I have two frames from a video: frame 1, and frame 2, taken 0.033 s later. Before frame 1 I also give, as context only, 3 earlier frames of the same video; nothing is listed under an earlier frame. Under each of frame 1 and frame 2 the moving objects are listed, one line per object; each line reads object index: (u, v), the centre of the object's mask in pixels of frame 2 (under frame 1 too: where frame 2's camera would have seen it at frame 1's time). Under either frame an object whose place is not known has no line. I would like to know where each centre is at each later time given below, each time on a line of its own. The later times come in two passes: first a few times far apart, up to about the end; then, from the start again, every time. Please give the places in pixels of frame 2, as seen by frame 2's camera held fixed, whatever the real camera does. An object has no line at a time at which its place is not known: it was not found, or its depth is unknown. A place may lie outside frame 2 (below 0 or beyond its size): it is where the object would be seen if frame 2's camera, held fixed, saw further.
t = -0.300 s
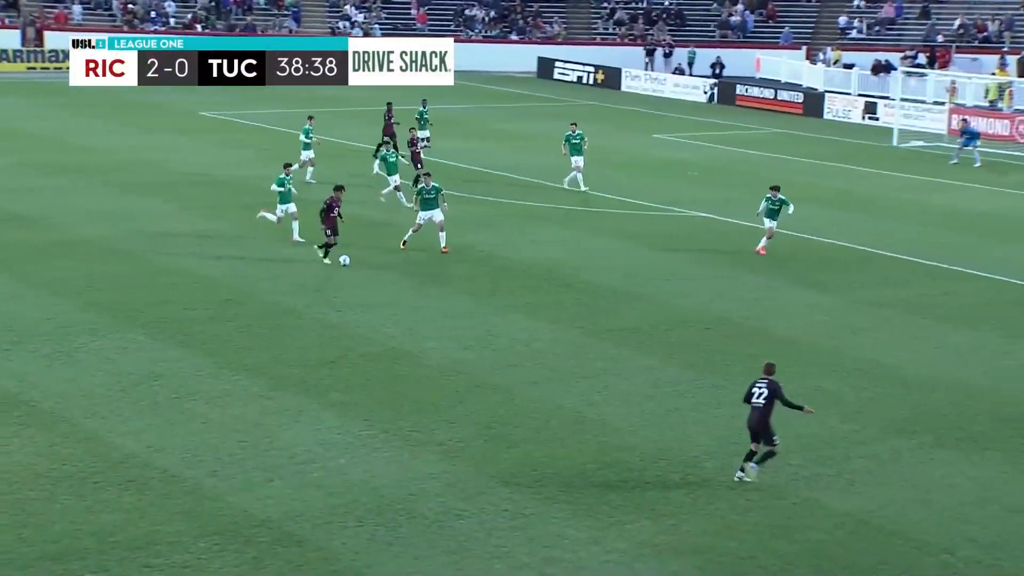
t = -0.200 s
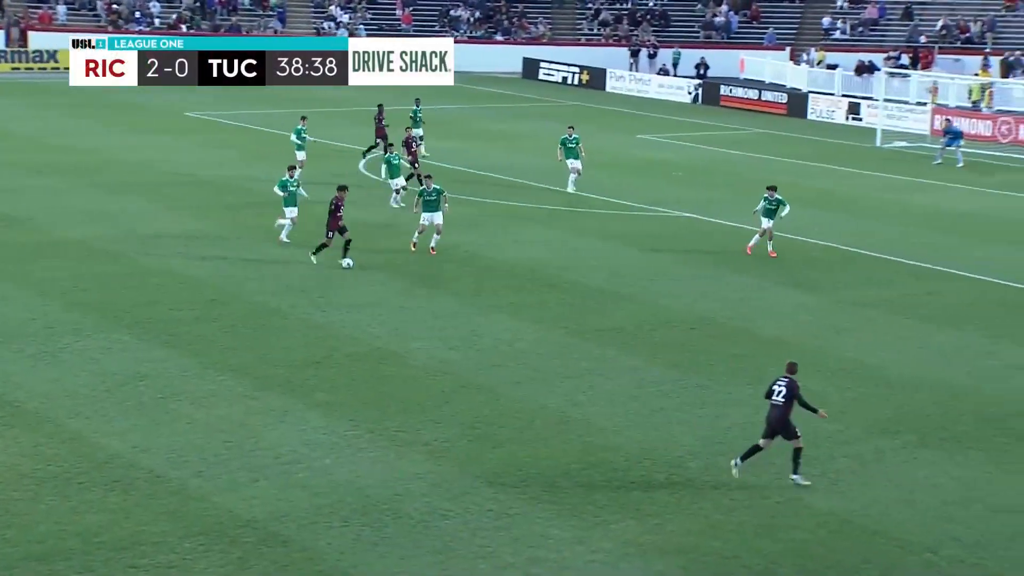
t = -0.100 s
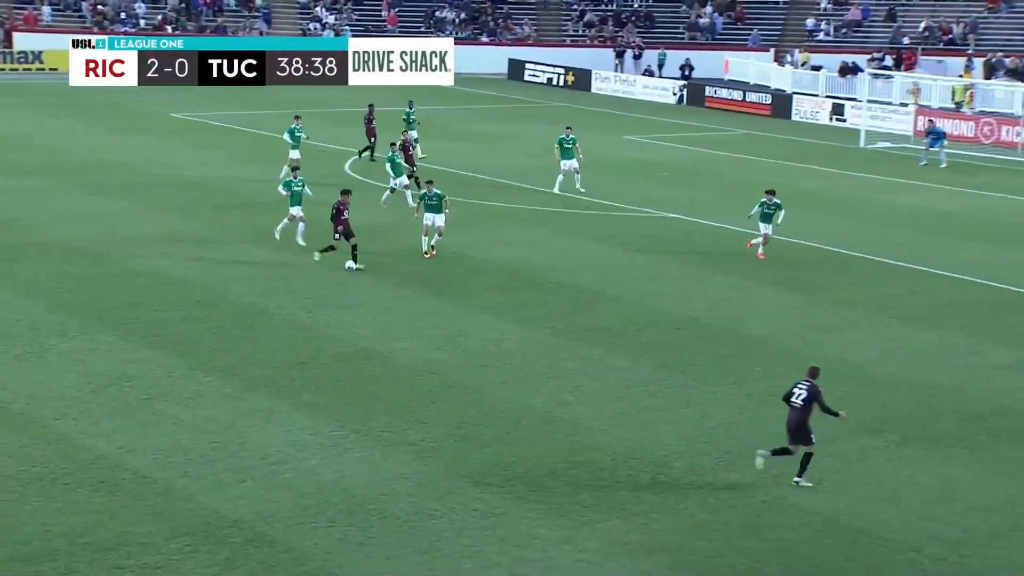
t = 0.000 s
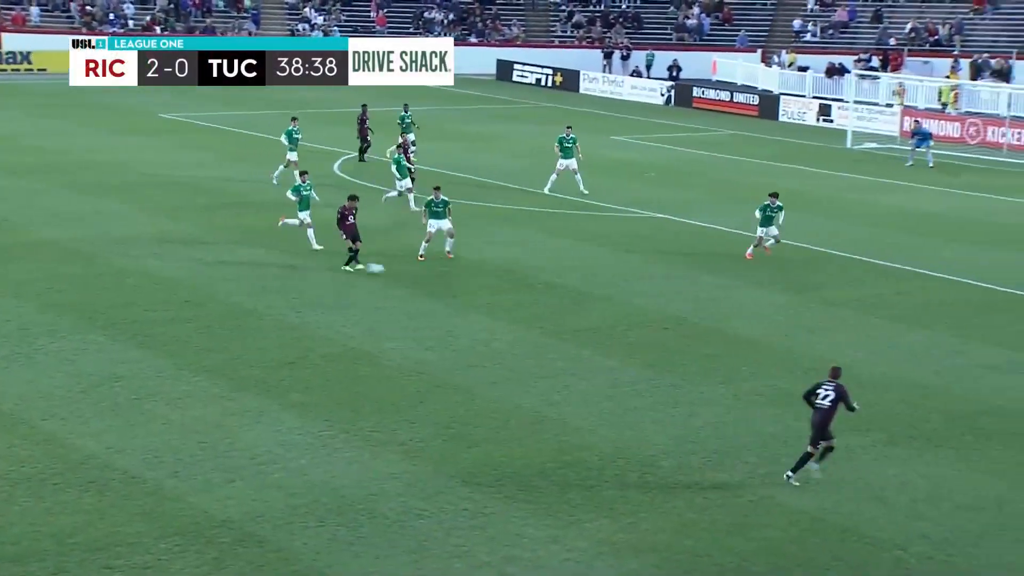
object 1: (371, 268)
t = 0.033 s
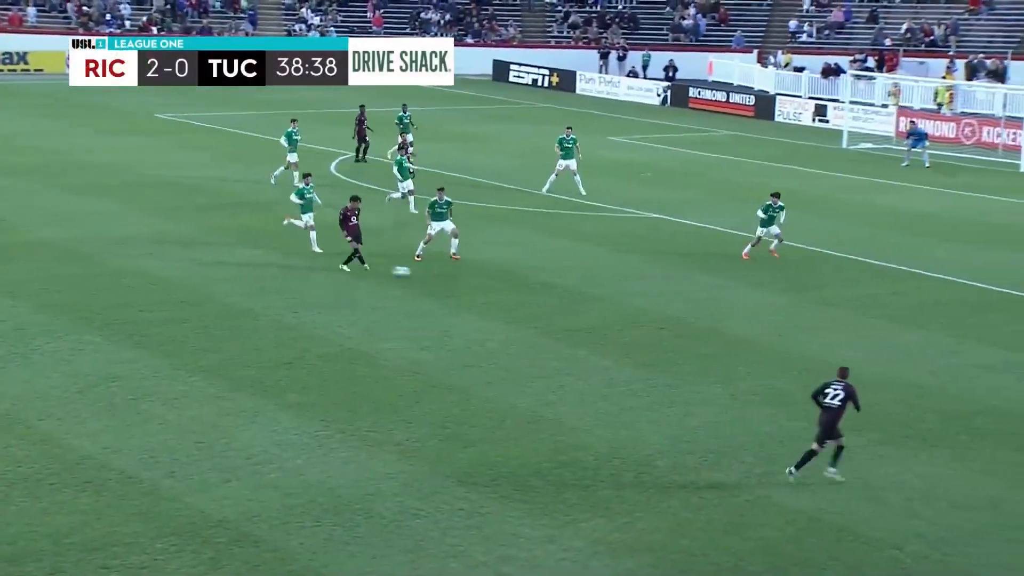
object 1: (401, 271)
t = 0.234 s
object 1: (568, 287)
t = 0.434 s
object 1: (718, 301)
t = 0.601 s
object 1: (830, 313)
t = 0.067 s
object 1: (430, 274)
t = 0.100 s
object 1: (458, 277)
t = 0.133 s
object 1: (487, 280)
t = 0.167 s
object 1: (516, 284)
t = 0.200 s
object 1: (542, 286)
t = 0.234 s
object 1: (568, 287)
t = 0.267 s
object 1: (594, 289)
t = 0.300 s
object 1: (620, 291)
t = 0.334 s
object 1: (646, 295)
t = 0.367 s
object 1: (672, 299)
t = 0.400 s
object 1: (696, 301)
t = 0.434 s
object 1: (718, 301)
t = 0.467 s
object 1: (740, 302)
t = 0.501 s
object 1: (763, 303)
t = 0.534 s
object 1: (785, 305)
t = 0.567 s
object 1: (807, 308)
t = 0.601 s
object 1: (830, 313)
